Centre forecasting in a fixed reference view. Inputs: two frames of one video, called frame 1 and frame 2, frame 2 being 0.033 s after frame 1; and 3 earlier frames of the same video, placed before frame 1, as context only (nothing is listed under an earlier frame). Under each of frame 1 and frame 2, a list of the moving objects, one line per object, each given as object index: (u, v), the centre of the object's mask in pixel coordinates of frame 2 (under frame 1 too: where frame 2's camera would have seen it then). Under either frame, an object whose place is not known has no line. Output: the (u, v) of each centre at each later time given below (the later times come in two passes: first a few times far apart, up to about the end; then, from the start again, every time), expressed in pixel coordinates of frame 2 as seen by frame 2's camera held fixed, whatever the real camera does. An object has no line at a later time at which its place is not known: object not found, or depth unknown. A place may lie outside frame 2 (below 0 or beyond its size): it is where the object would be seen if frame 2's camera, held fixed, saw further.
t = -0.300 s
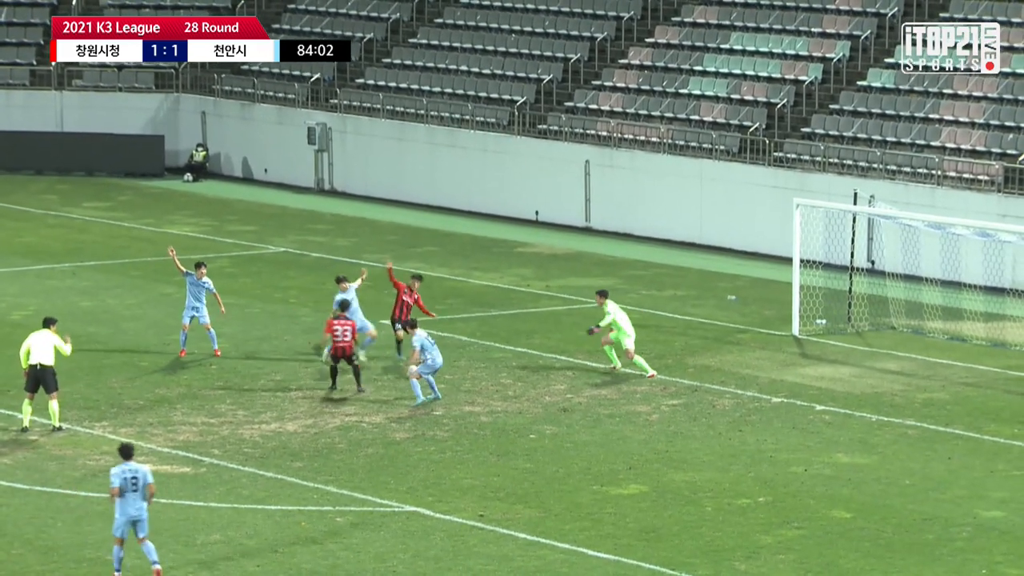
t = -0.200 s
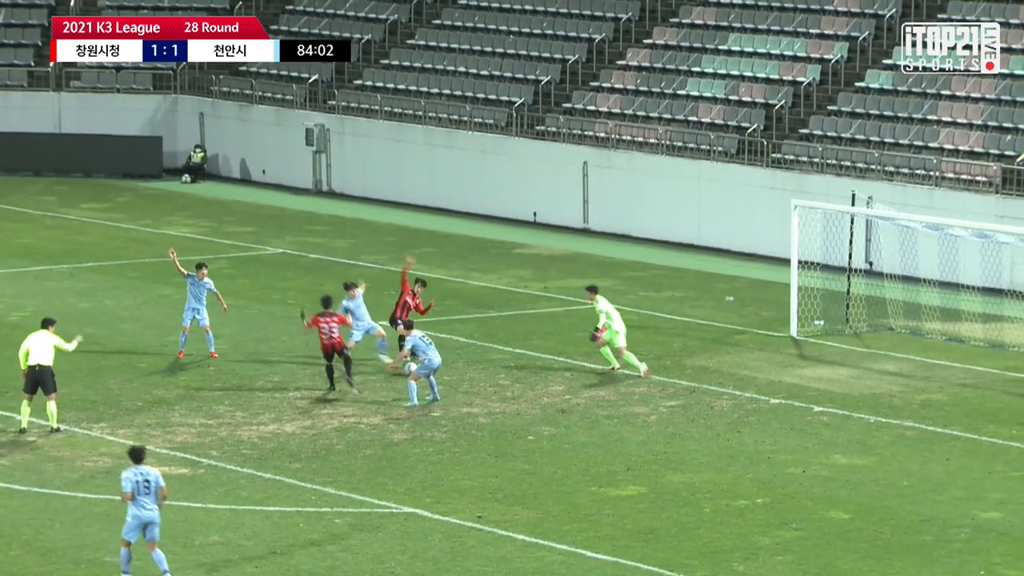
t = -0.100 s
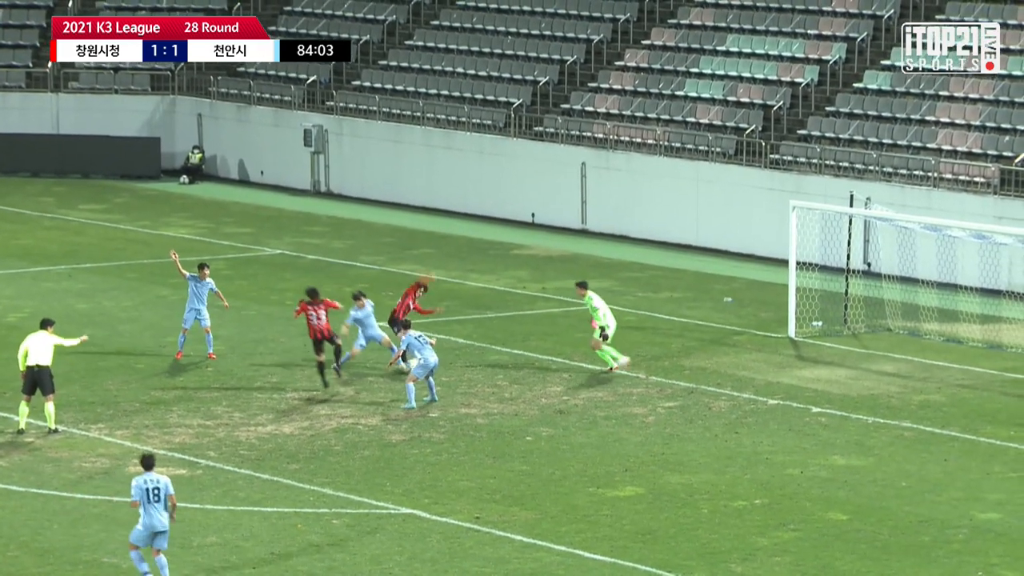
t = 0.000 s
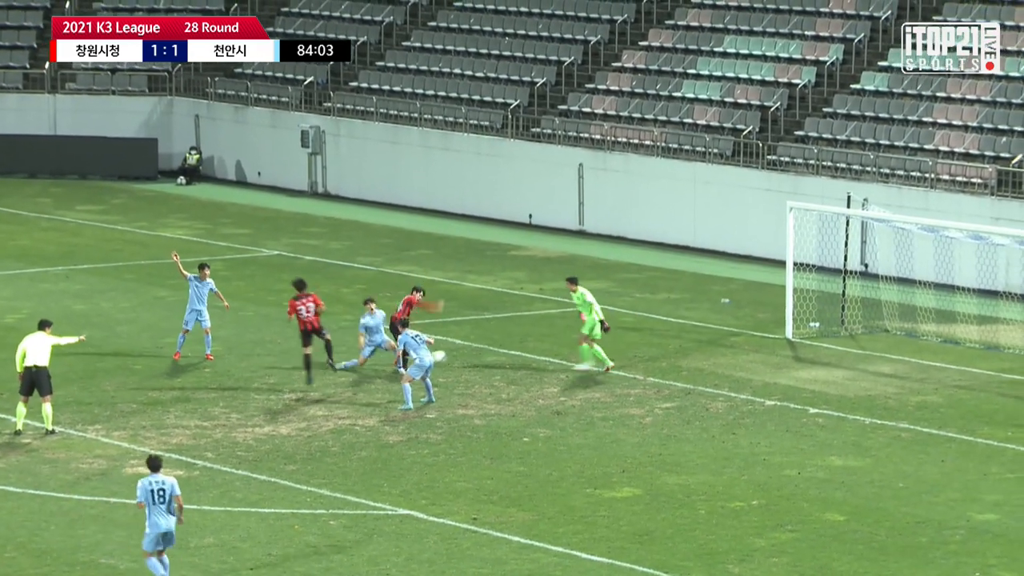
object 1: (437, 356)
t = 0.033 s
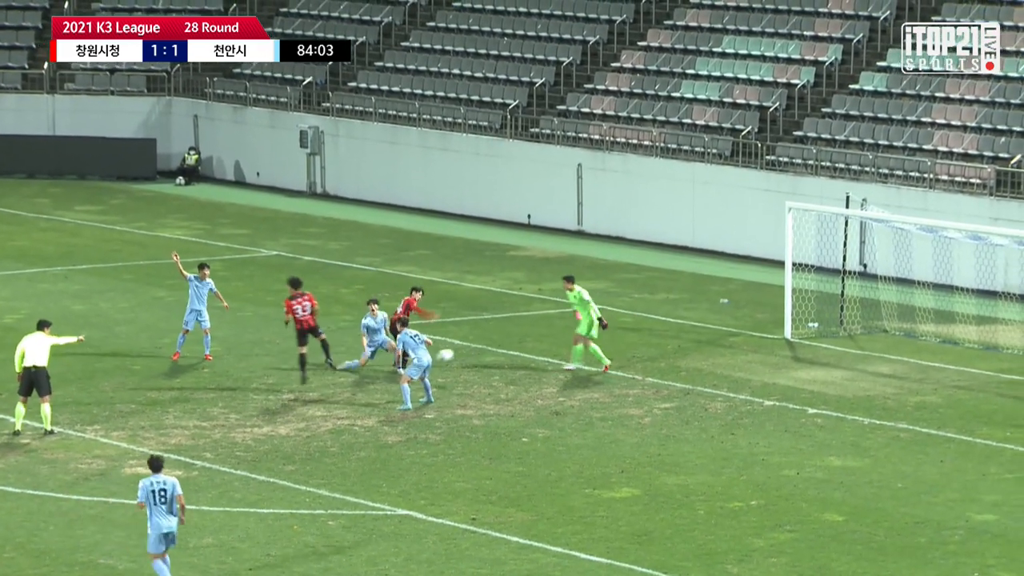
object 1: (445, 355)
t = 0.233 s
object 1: (499, 357)
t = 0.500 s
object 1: (573, 391)
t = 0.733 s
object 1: (627, 398)
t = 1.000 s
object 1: (683, 420)
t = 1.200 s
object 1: (713, 415)
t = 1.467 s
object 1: (749, 422)
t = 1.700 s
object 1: (779, 427)
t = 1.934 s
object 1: (808, 430)
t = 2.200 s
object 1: (838, 432)
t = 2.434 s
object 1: (863, 434)
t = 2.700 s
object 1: (889, 435)
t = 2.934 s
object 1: (911, 437)
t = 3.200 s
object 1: (933, 439)
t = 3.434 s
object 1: (950, 440)
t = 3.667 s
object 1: (965, 441)
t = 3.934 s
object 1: (978, 441)
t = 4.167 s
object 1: (988, 442)
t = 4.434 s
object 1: (994, 442)
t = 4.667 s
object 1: (997, 442)
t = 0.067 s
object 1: (455, 353)
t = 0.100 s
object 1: (464, 353)
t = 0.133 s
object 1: (472, 353)
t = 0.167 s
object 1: (482, 353)
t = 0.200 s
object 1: (490, 354)
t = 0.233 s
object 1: (499, 357)
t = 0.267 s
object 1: (509, 359)
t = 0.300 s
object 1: (517, 362)
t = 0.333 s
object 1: (526, 365)
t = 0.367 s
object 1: (536, 369)
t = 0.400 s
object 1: (545, 374)
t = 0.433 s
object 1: (555, 378)
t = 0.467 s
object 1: (563, 383)
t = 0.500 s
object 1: (573, 391)
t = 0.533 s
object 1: (582, 398)
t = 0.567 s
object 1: (591, 405)
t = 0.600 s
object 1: (599, 405)
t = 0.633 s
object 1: (606, 402)
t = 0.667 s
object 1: (614, 400)
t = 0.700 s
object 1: (620, 399)
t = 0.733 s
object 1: (627, 398)
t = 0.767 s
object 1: (633, 399)
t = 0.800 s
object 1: (641, 400)
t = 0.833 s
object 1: (648, 401)
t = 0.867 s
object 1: (655, 403)
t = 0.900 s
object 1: (663, 407)
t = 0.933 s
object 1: (669, 410)
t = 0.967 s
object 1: (676, 415)
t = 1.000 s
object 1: (683, 420)
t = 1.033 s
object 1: (689, 419)
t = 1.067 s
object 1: (694, 417)
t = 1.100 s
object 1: (698, 416)
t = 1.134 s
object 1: (703, 415)
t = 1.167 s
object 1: (708, 414)
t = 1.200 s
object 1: (713, 415)
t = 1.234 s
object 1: (718, 416)
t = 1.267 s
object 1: (723, 418)
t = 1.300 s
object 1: (727, 421)
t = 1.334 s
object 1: (732, 424)
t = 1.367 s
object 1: (736, 425)
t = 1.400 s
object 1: (741, 424)
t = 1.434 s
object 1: (745, 422)
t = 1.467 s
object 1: (749, 422)
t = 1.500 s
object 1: (754, 423)
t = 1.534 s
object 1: (758, 424)
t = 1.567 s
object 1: (762, 426)
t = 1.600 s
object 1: (766, 428)
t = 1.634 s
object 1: (770, 428)
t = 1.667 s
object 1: (775, 427)
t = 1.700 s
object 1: (779, 427)
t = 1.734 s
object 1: (783, 428)
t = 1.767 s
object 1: (787, 429)
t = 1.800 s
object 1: (791, 429)
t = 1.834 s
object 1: (796, 429)
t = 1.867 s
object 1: (800, 430)
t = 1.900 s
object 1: (804, 430)
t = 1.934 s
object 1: (808, 430)
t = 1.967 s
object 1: (811, 430)
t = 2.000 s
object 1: (815, 431)
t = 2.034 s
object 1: (819, 431)
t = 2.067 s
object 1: (823, 431)
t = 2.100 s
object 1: (827, 431)
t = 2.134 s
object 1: (830, 432)
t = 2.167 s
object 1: (834, 432)
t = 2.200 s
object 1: (838, 432)
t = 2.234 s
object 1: (842, 432)
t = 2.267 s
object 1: (845, 432)
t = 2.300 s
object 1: (848, 433)
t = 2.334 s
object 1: (852, 433)
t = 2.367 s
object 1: (856, 433)
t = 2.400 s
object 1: (859, 434)
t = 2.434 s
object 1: (863, 434)
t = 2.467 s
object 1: (866, 434)
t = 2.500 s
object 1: (870, 434)
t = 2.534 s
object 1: (873, 435)
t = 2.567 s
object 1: (876, 434)
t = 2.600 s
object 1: (880, 435)
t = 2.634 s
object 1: (883, 435)
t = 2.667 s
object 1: (887, 435)
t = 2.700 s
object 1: (889, 435)
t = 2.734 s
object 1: (892, 436)
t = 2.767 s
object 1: (896, 436)
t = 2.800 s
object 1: (899, 436)
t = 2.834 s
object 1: (903, 436)
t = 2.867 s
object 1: (906, 437)
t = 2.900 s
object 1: (909, 437)
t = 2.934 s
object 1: (911, 437)
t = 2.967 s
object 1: (914, 437)
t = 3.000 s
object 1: (917, 437)
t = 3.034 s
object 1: (920, 437)
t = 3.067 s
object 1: (923, 438)
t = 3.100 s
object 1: (926, 438)
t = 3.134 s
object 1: (928, 438)
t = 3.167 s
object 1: (931, 439)
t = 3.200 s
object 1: (933, 439)
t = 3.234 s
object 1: (936, 438)
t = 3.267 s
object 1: (938, 439)
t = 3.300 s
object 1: (941, 439)
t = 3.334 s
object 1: (943, 439)
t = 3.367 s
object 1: (945, 440)
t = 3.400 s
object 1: (947, 440)
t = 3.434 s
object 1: (950, 440)
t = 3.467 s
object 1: (952, 440)
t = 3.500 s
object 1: (954, 440)
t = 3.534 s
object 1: (956, 440)
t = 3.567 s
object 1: (958, 440)
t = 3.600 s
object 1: (960, 440)
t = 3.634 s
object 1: (963, 441)
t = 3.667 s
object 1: (965, 441)
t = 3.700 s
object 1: (967, 441)
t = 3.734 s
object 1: (968, 441)
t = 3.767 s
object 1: (970, 441)
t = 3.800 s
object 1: (972, 441)
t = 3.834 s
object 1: (973, 441)
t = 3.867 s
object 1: (975, 441)
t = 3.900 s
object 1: (977, 441)
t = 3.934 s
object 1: (978, 441)
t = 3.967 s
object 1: (980, 441)
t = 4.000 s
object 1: (981, 441)
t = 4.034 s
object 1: (983, 441)
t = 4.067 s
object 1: (984, 441)
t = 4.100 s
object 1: (985, 441)
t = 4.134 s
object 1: (987, 441)
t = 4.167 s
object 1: (988, 442)
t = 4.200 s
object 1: (988, 442)
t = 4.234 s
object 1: (989, 442)
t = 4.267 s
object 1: (990, 442)
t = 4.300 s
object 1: (991, 442)
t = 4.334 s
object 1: (992, 441)
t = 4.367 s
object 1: (992, 442)
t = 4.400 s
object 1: (993, 442)
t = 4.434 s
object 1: (994, 442)
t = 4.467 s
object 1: (995, 442)
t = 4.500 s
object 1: (996, 442)
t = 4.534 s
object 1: (996, 442)
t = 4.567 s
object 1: (996, 442)
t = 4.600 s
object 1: (997, 442)
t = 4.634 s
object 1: (997, 442)
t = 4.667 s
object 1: (997, 442)
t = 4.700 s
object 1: (997, 442)
